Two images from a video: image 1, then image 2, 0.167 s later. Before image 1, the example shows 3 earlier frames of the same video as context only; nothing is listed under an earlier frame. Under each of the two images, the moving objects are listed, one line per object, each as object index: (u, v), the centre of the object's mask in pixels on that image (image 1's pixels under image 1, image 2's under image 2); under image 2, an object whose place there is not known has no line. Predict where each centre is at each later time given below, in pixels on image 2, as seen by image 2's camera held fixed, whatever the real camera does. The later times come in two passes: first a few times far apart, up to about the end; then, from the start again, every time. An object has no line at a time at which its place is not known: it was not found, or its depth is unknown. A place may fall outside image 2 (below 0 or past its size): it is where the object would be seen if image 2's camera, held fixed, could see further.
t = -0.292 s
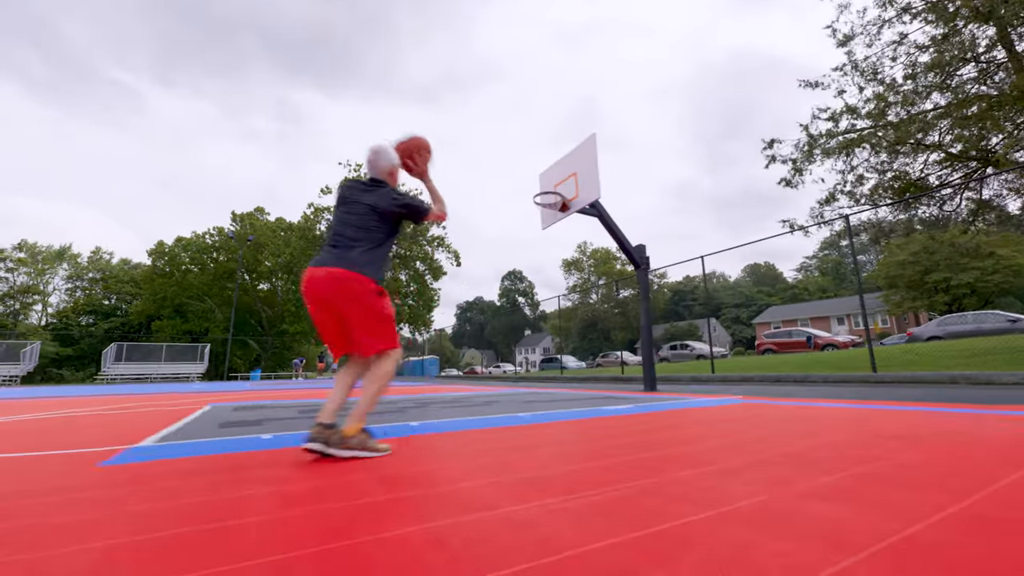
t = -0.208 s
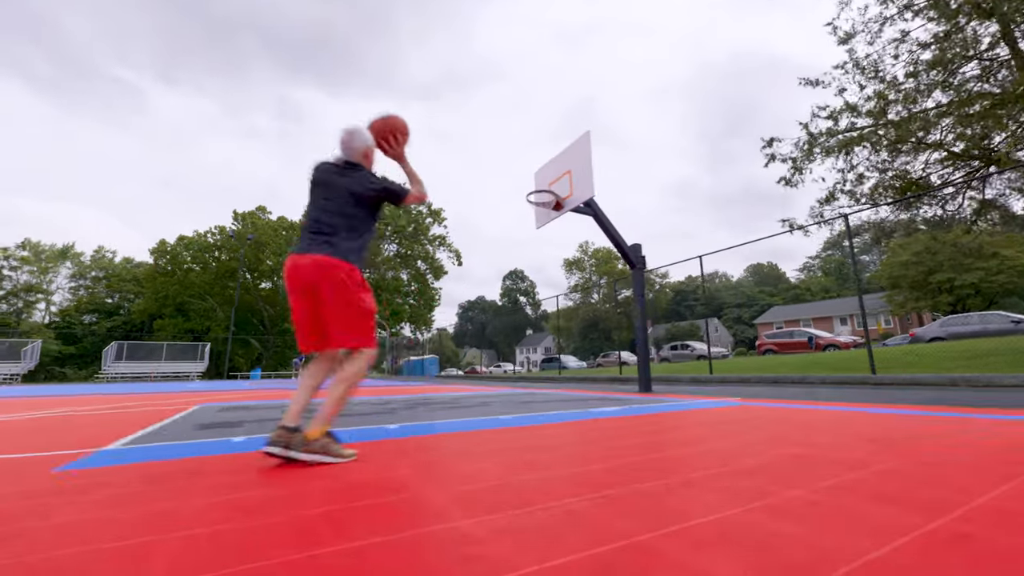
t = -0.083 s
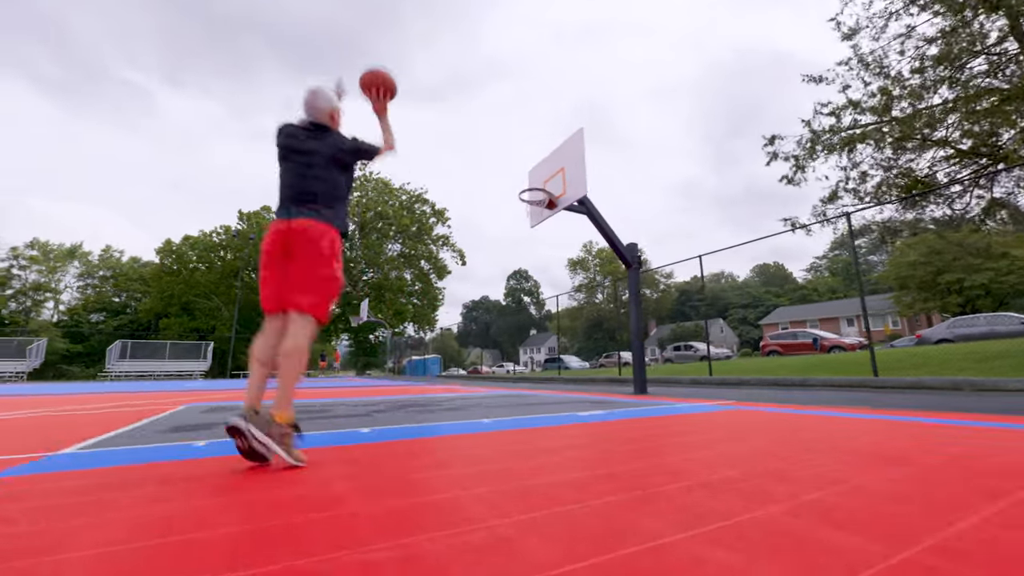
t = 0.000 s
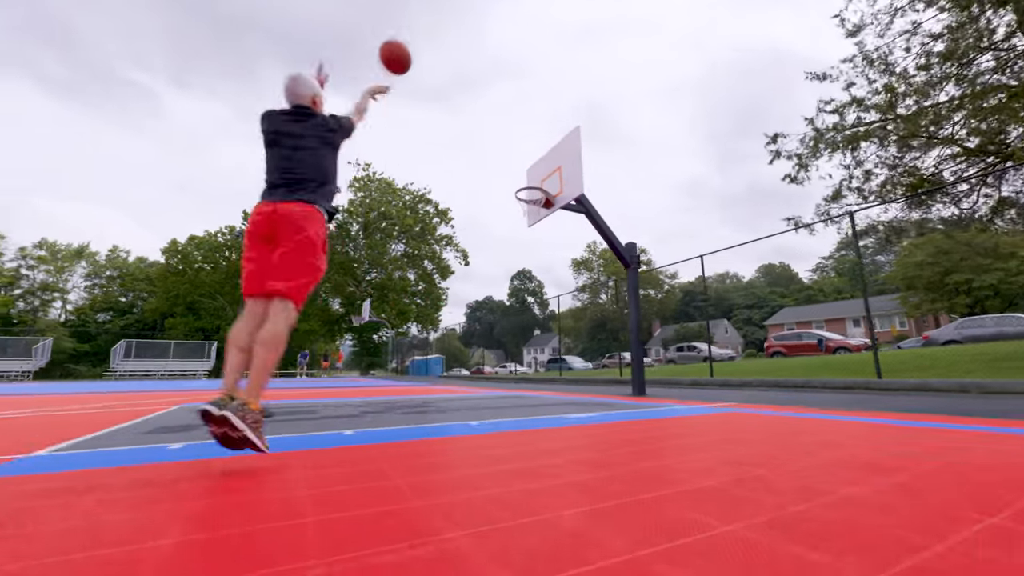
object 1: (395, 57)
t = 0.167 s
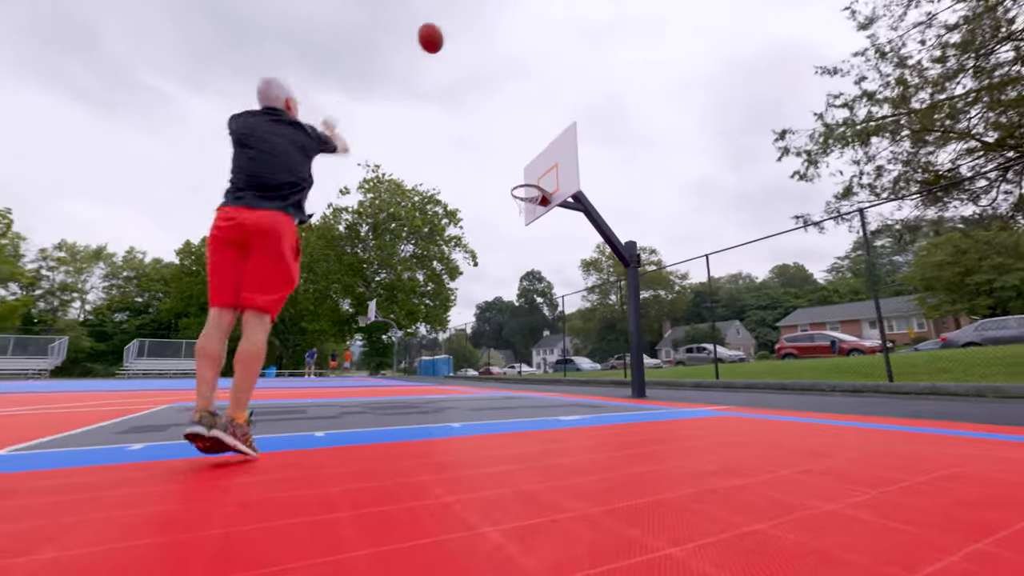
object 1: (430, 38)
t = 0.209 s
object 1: (437, 38)
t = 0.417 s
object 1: (460, 62)
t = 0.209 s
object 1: (437, 38)
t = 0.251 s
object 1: (443, 41)
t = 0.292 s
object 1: (449, 45)
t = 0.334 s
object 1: (452, 49)
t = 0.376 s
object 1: (456, 55)
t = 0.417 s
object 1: (460, 62)
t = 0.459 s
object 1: (464, 69)
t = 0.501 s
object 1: (468, 78)
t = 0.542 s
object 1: (472, 87)
